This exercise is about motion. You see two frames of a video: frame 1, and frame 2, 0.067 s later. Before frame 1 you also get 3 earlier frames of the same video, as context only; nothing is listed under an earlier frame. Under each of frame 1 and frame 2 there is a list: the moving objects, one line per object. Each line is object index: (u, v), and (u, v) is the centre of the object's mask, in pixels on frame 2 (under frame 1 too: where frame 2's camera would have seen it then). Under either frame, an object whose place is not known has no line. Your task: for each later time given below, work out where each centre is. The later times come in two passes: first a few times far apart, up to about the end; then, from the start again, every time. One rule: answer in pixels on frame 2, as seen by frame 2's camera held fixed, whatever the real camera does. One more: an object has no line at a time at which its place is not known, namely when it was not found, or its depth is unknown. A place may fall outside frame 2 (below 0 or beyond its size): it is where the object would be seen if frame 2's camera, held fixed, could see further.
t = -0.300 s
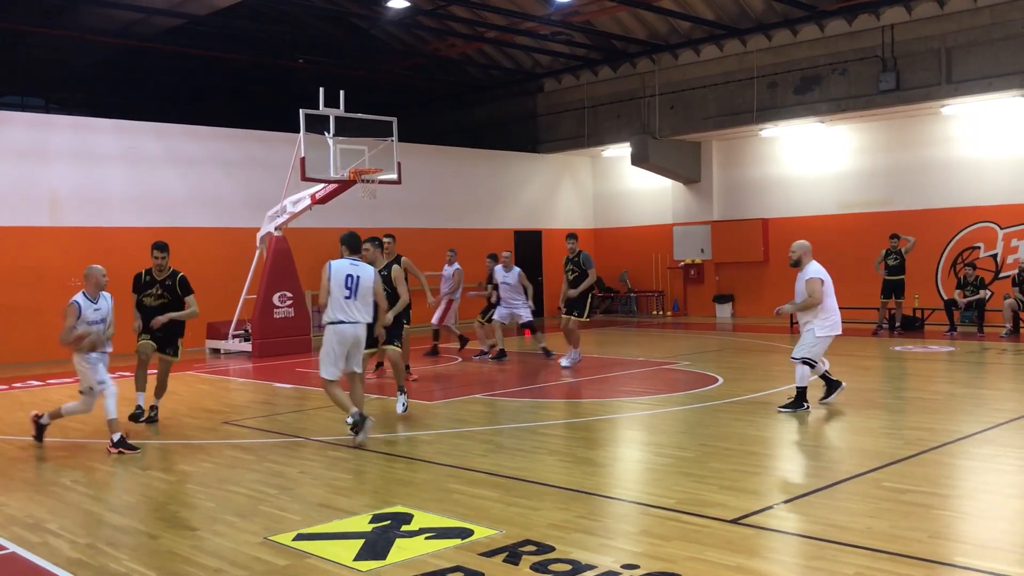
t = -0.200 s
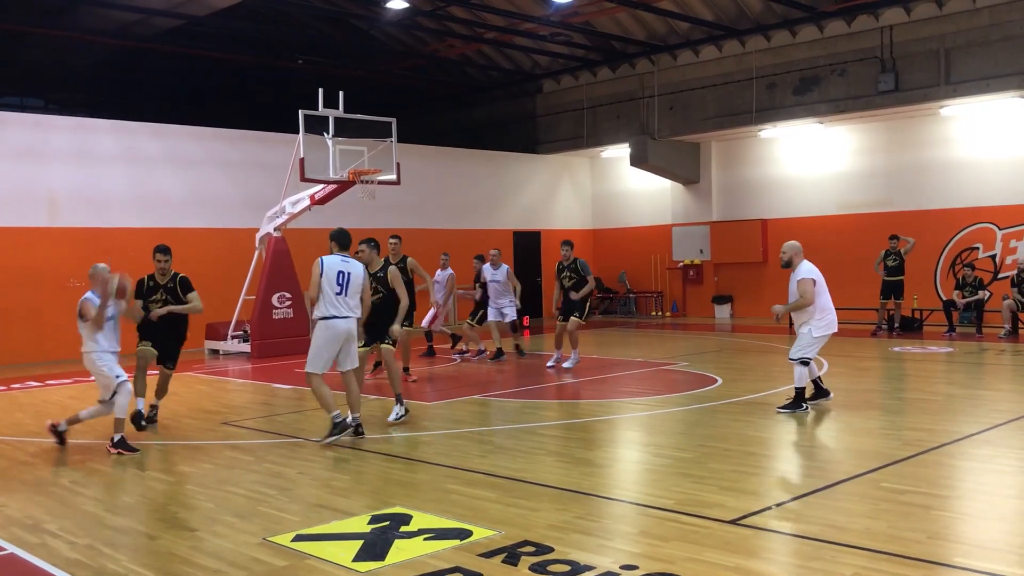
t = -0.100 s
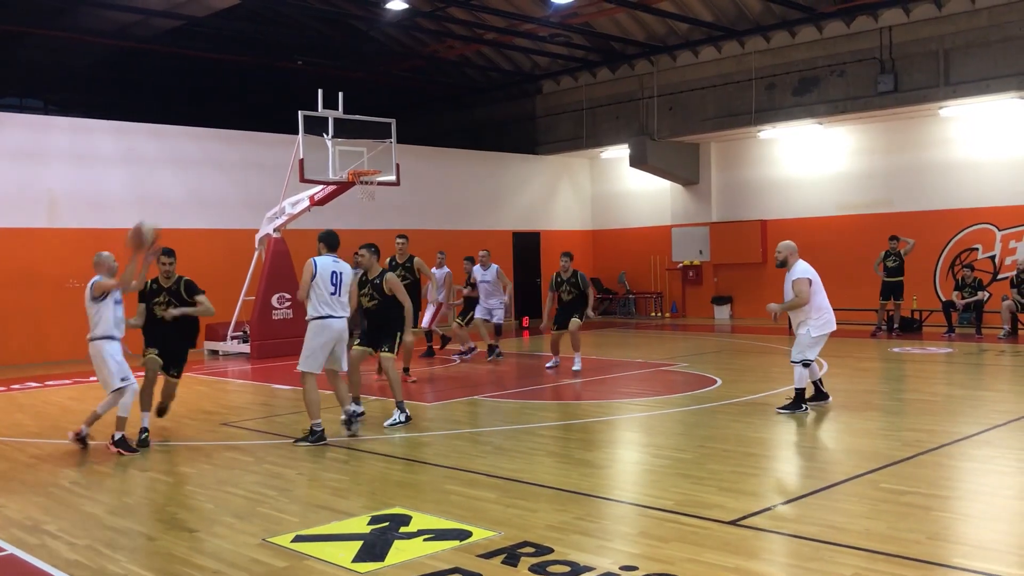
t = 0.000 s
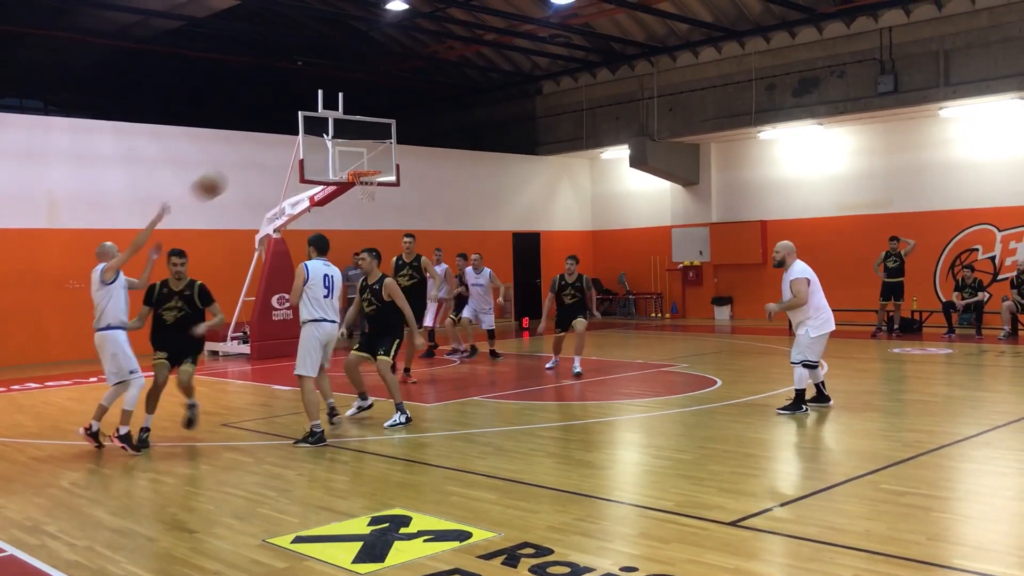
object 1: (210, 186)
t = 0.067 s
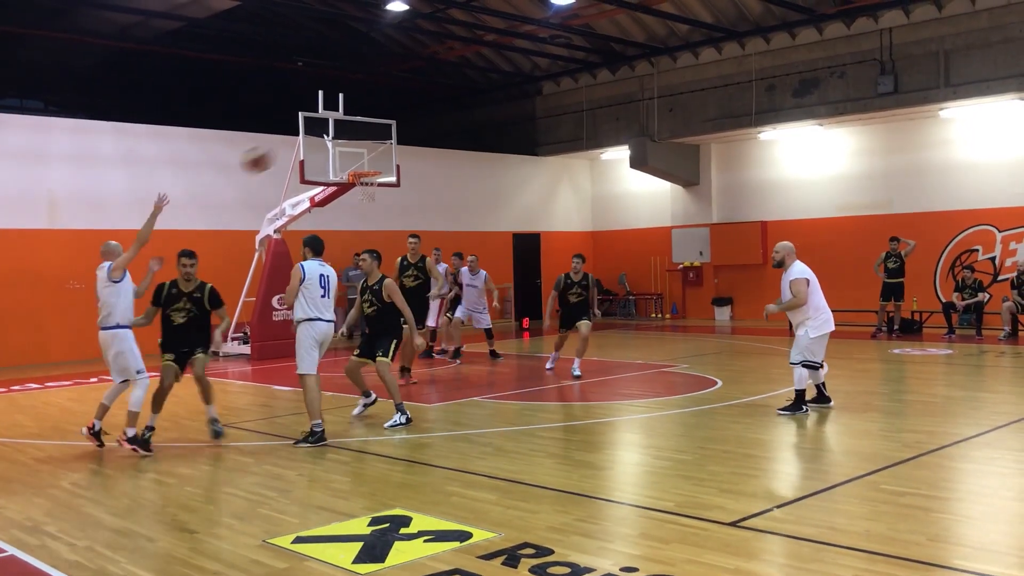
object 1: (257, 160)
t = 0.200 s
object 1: (350, 123)
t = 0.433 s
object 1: (495, 106)
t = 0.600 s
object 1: (591, 128)
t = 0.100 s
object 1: (279, 149)
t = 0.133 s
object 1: (306, 137)
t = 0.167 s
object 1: (327, 129)
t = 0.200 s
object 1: (350, 123)
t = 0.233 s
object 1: (371, 116)
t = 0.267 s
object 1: (393, 111)
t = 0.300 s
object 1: (414, 108)
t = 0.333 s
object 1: (435, 106)
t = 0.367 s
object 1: (455, 105)
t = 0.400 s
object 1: (475, 105)
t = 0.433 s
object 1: (495, 106)
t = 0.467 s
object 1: (515, 108)
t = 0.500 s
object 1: (534, 112)
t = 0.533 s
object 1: (553, 116)
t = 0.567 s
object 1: (572, 122)
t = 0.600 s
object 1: (591, 128)
